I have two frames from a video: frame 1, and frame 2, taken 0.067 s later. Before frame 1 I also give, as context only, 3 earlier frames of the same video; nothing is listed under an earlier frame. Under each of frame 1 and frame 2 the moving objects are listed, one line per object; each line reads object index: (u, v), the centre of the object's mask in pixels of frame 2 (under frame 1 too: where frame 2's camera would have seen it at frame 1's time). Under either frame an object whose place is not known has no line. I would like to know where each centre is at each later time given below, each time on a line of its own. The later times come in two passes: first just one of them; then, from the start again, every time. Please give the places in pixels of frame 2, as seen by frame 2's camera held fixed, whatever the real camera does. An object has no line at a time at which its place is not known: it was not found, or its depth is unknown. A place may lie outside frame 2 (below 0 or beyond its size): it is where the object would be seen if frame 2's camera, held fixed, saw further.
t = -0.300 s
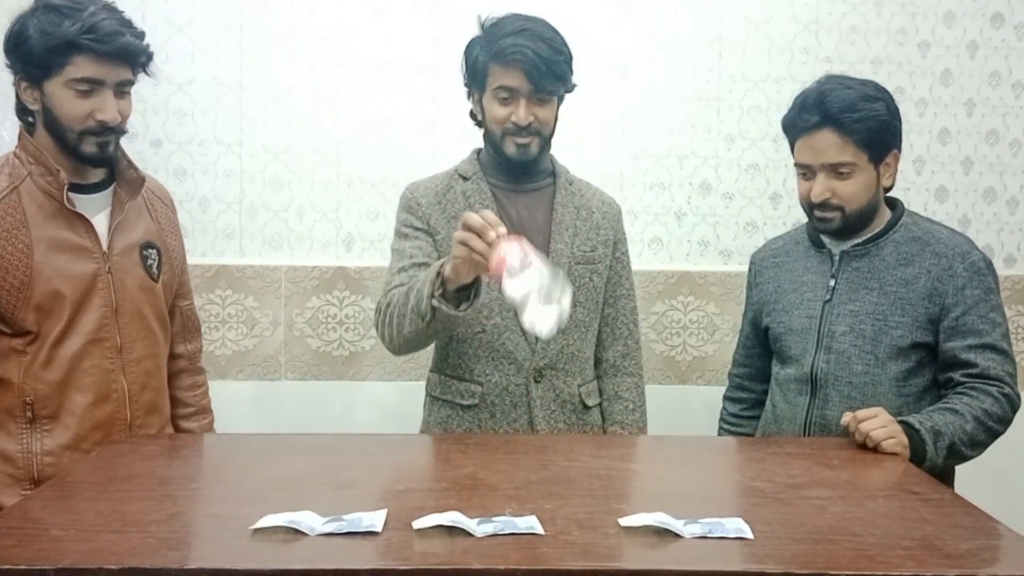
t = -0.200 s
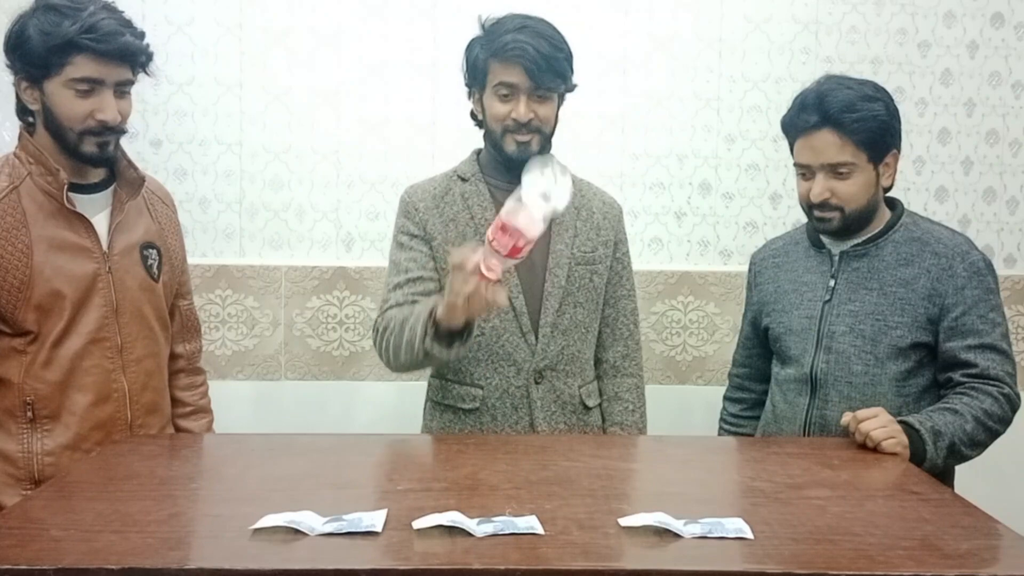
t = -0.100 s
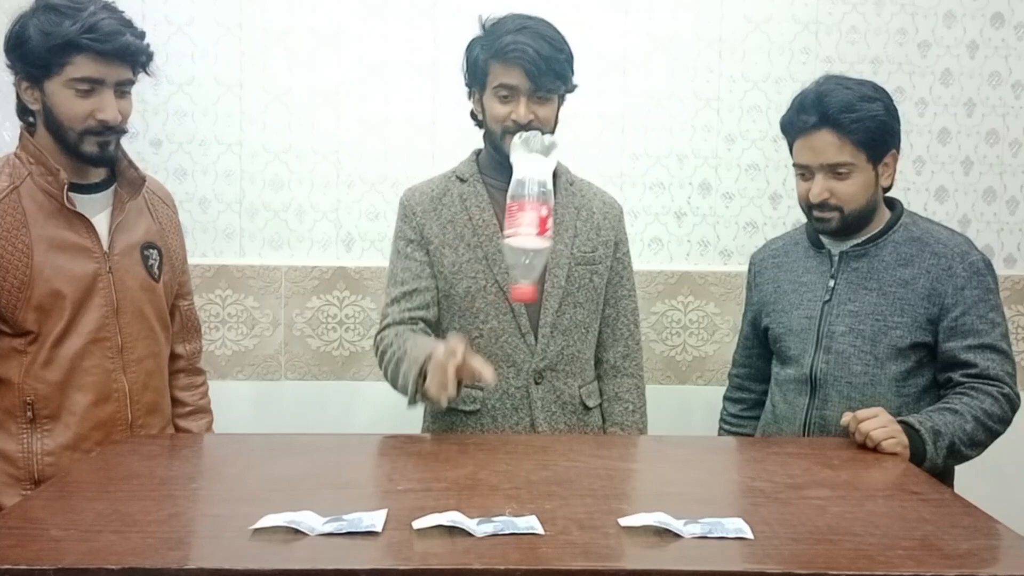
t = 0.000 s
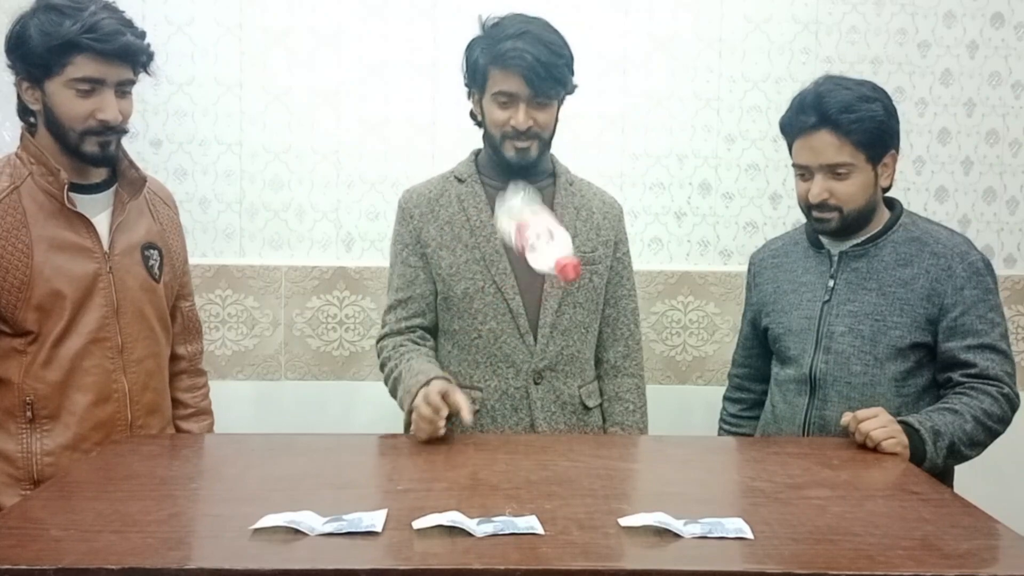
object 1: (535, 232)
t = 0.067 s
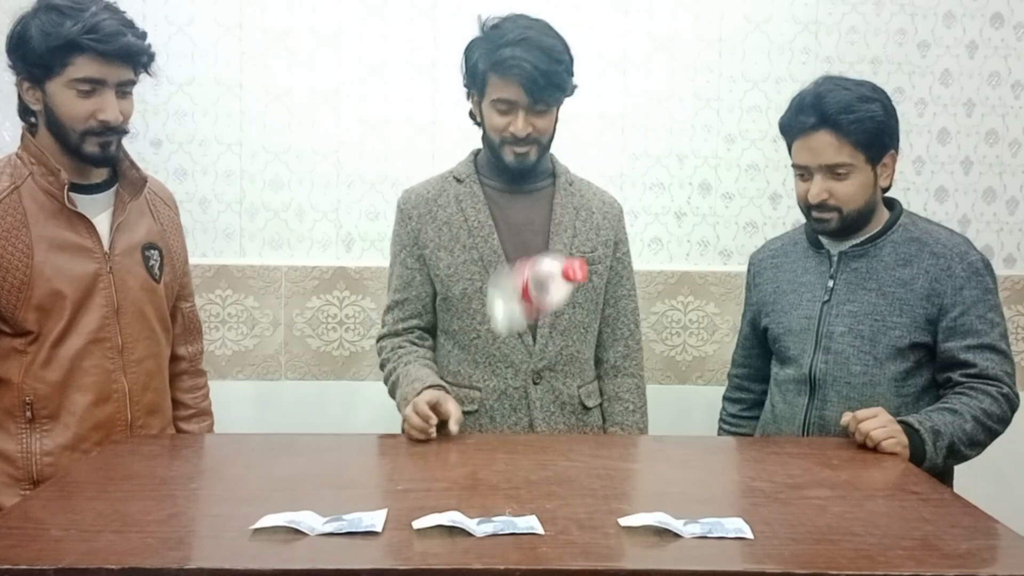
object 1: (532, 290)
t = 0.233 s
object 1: (519, 393)
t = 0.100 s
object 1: (529, 330)
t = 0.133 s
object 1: (524, 379)
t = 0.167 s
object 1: (522, 398)
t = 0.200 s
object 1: (518, 394)
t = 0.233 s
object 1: (519, 393)
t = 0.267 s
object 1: (522, 394)
